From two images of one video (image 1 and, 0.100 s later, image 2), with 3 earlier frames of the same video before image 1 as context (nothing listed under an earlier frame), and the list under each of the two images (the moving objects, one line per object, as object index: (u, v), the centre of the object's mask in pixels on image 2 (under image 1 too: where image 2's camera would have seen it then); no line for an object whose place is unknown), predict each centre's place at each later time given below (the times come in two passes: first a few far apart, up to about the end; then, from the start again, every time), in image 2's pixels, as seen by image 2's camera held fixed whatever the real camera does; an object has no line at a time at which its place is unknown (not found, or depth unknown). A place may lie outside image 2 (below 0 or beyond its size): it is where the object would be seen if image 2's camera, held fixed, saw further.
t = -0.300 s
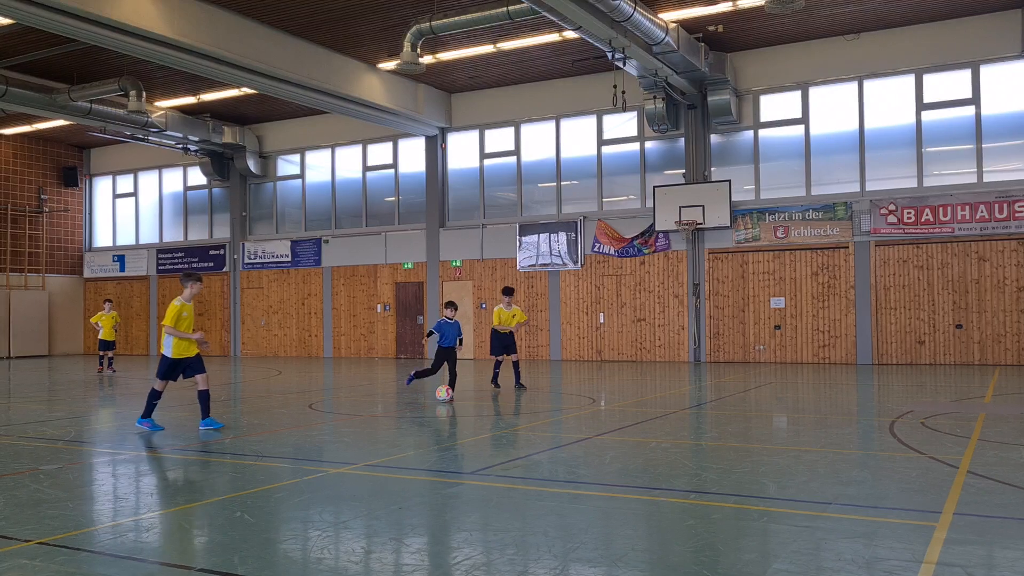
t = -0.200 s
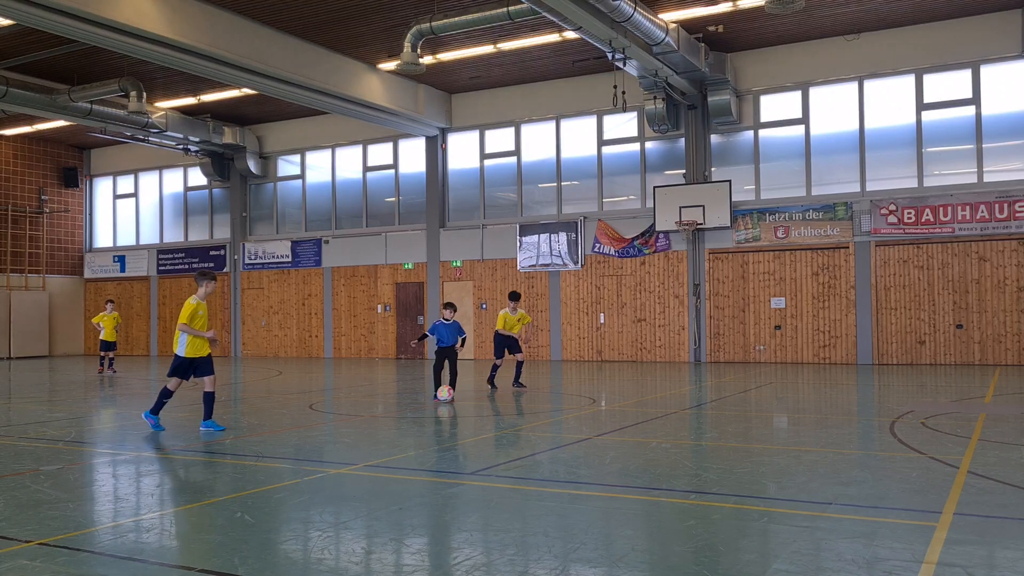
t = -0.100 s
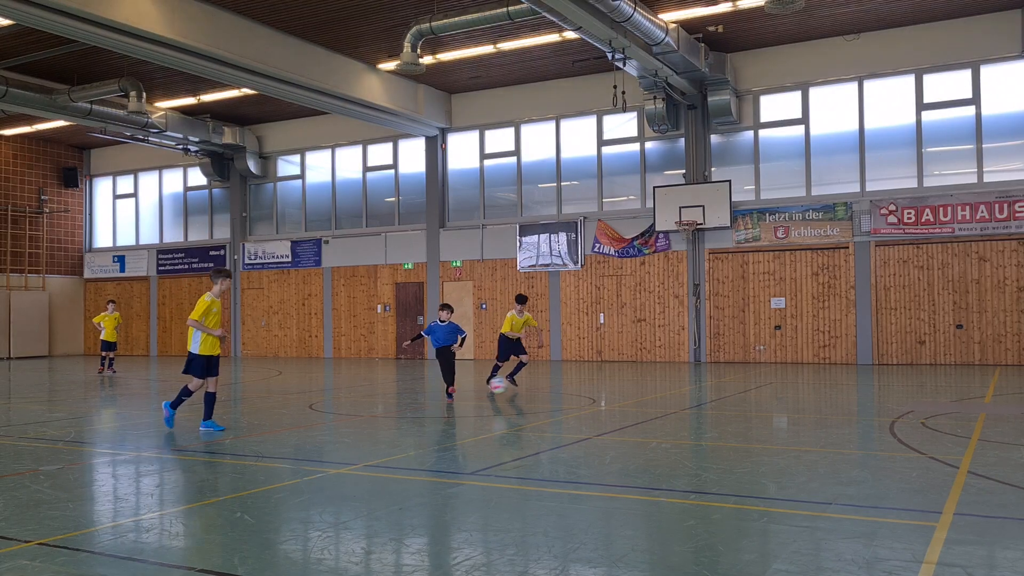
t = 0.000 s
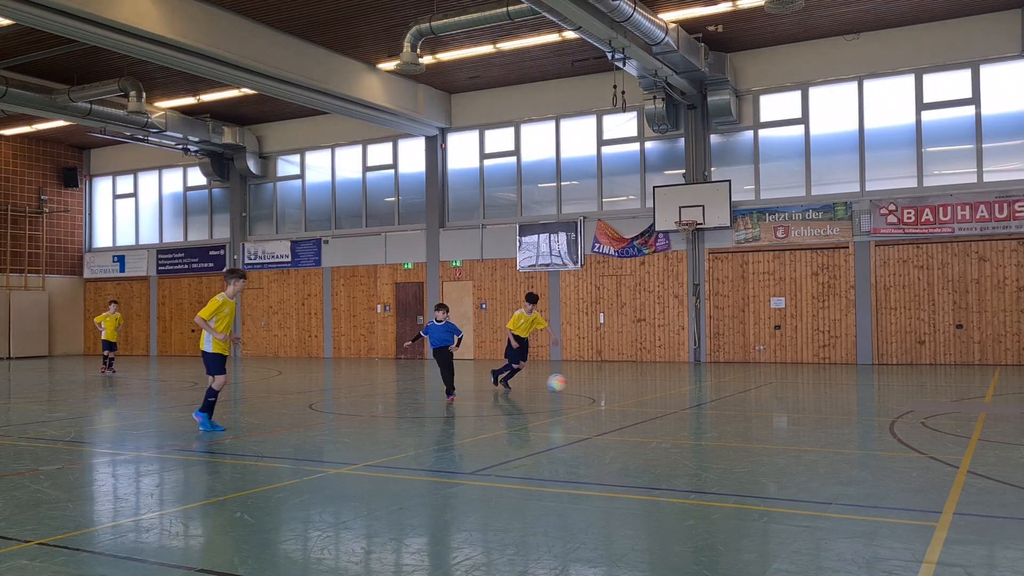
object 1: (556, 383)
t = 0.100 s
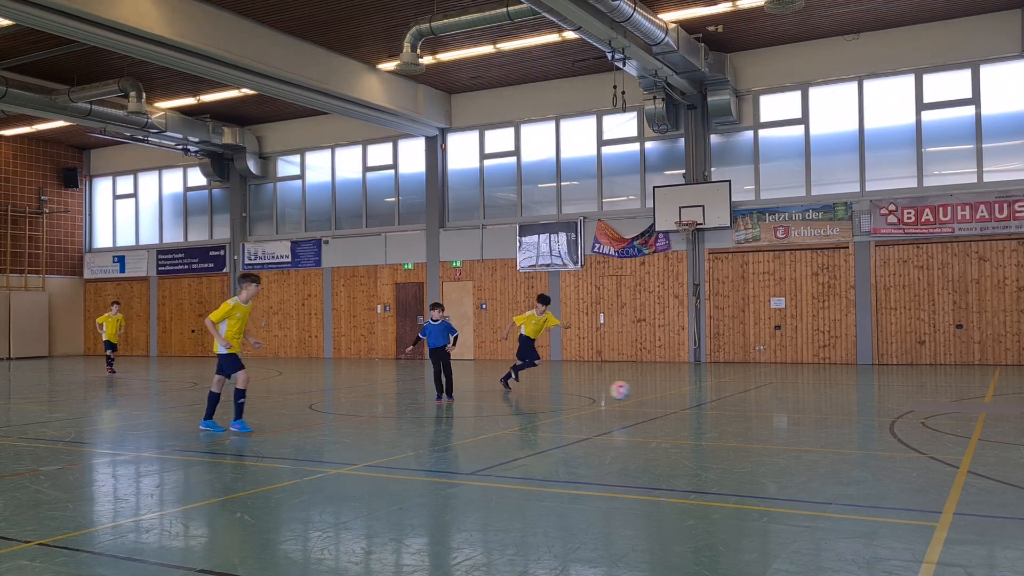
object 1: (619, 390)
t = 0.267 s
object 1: (726, 399)
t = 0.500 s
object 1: (875, 411)
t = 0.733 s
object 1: (1011, 411)
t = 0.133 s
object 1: (642, 395)
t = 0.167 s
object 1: (664, 401)
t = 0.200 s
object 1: (688, 406)
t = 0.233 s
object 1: (707, 402)
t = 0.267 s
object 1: (726, 399)
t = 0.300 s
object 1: (746, 398)
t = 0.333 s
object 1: (766, 397)
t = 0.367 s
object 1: (787, 397)
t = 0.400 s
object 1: (808, 399)
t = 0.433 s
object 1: (830, 402)
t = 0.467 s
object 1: (851, 405)
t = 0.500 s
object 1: (875, 411)
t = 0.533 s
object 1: (897, 415)
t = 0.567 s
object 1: (915, 412)
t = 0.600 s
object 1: (933, 409)
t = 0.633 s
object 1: (952, 407)
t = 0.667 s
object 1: (971, 407)
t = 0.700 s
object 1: (990, 409)
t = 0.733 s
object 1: (1011, 411)
